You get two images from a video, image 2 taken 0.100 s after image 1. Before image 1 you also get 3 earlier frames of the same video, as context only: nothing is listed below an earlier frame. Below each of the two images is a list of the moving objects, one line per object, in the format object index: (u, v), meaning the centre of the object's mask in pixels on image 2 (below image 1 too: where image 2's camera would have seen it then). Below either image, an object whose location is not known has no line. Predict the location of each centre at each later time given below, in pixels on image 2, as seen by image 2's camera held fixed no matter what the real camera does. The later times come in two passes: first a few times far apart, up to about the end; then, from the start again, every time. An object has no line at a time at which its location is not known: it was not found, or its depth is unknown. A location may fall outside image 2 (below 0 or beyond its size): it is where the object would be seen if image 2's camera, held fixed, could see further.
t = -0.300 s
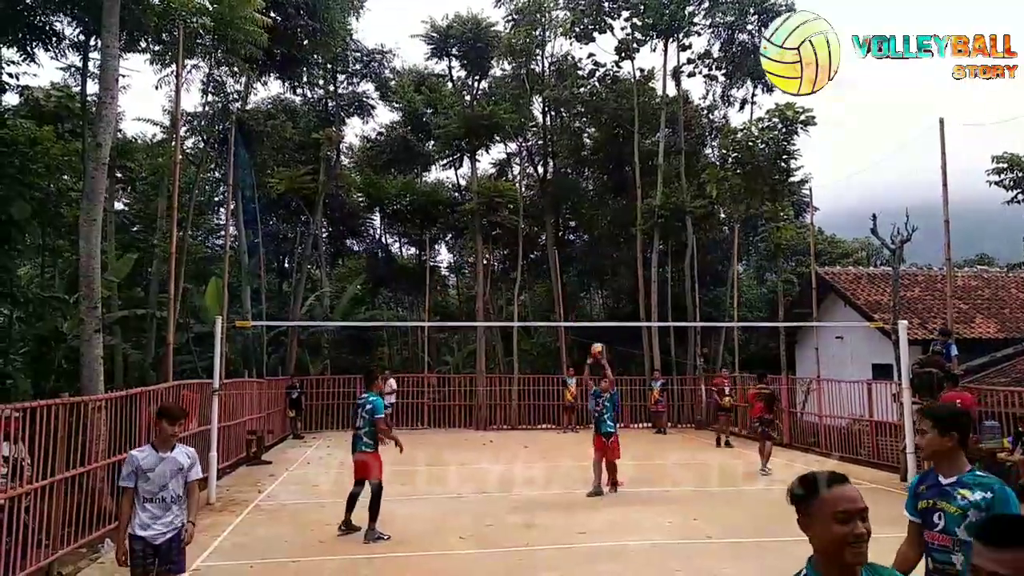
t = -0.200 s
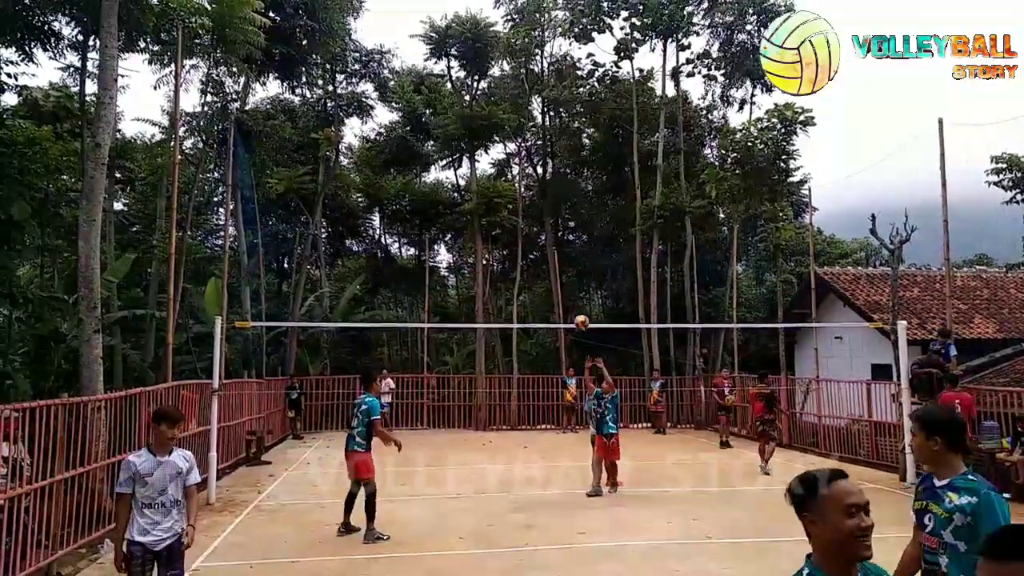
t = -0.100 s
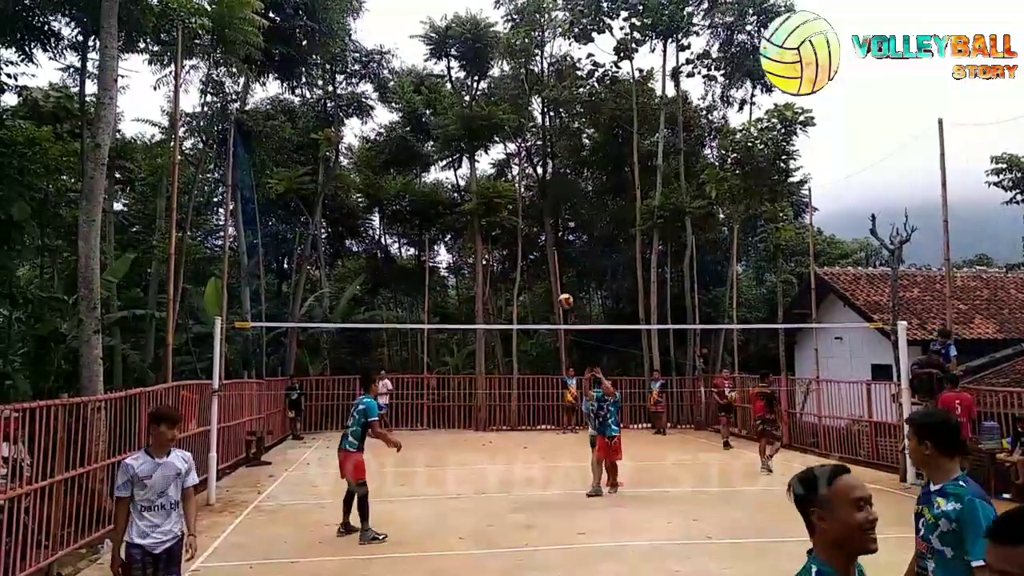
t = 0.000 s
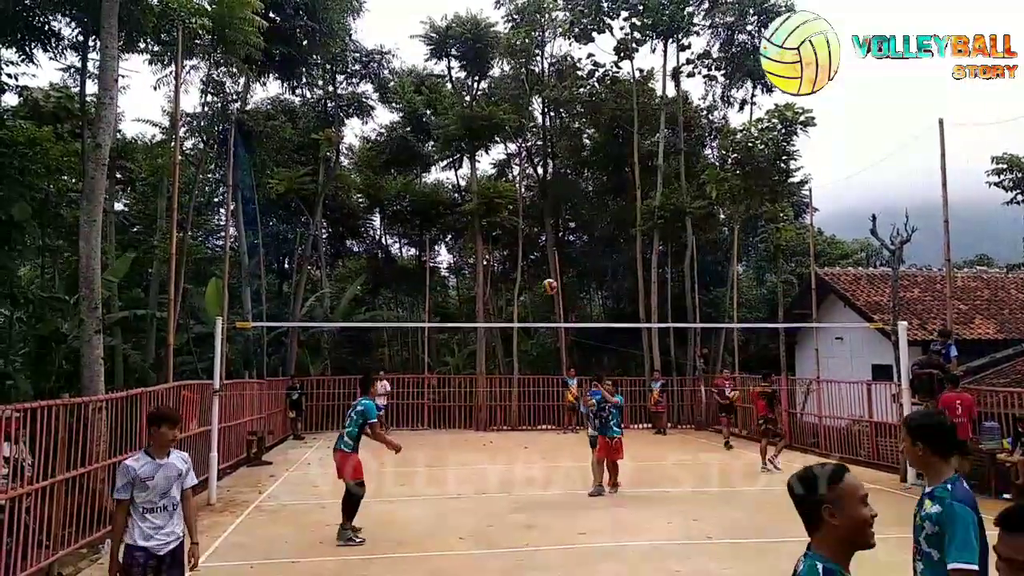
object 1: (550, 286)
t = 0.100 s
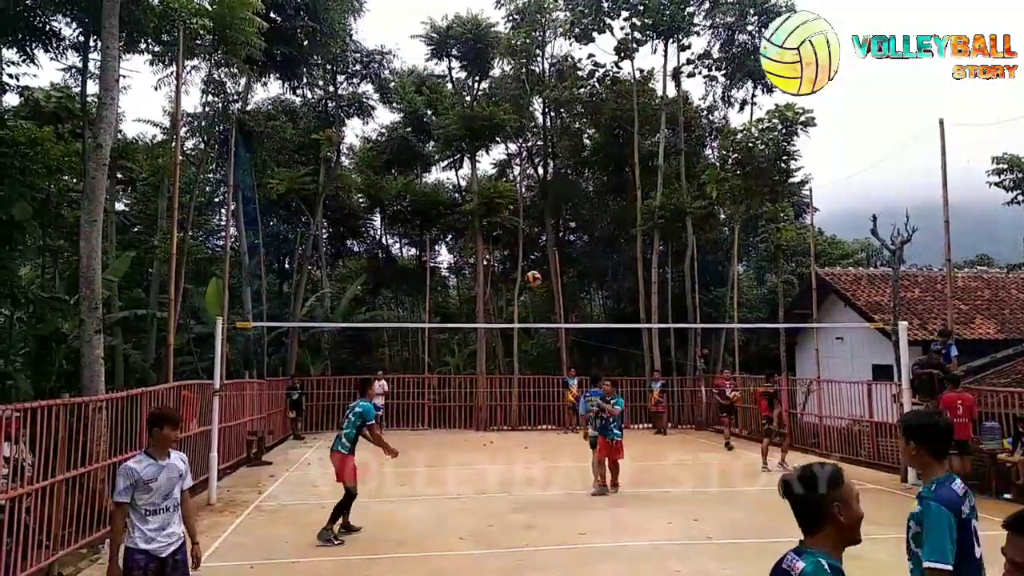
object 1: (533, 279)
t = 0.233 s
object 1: (511, 279)
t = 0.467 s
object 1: (469, 313)
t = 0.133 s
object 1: (528, 277)
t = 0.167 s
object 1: (522, 277)
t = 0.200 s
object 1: (516, 277)
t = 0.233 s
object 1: (511, 279)
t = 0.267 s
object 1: (505, 281)
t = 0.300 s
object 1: (498, 284)
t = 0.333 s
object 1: (493, 288)
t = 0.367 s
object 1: (488, 292)
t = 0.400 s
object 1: (481, 298)
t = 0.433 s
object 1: (475, 305)
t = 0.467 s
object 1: (469, 313)
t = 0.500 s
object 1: (463, 321)
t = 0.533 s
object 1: (456, 331)
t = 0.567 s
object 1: (451, 341)
